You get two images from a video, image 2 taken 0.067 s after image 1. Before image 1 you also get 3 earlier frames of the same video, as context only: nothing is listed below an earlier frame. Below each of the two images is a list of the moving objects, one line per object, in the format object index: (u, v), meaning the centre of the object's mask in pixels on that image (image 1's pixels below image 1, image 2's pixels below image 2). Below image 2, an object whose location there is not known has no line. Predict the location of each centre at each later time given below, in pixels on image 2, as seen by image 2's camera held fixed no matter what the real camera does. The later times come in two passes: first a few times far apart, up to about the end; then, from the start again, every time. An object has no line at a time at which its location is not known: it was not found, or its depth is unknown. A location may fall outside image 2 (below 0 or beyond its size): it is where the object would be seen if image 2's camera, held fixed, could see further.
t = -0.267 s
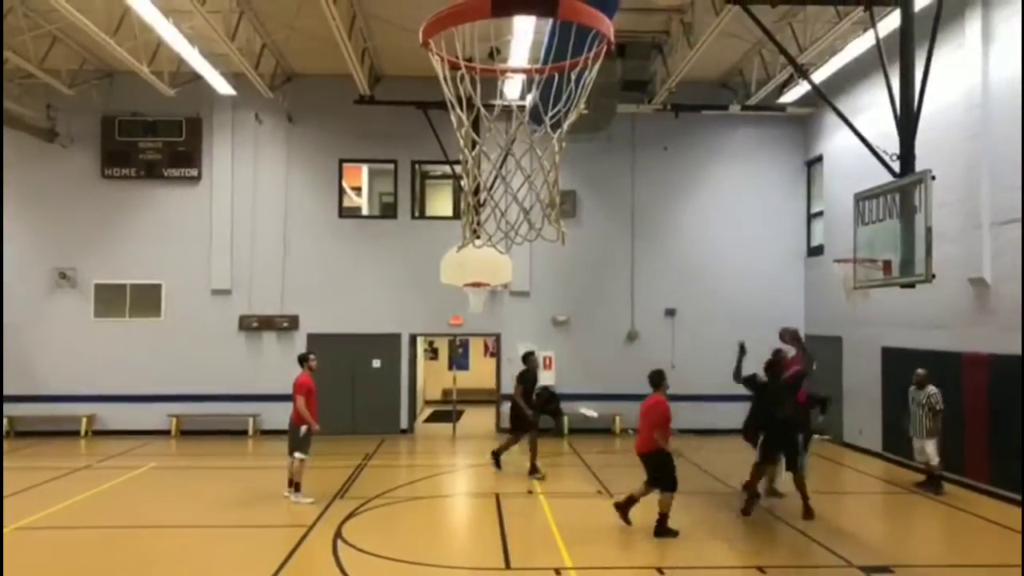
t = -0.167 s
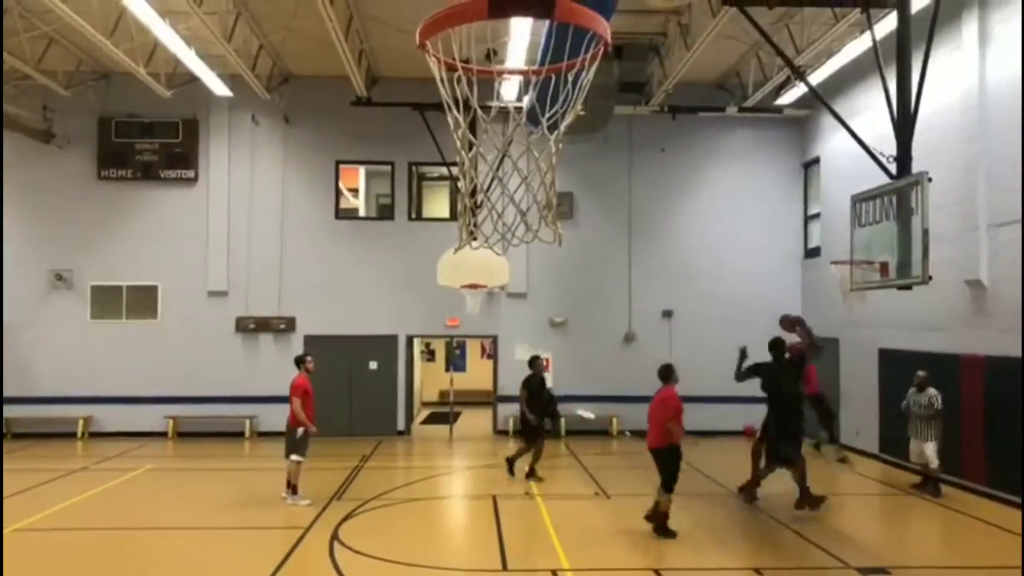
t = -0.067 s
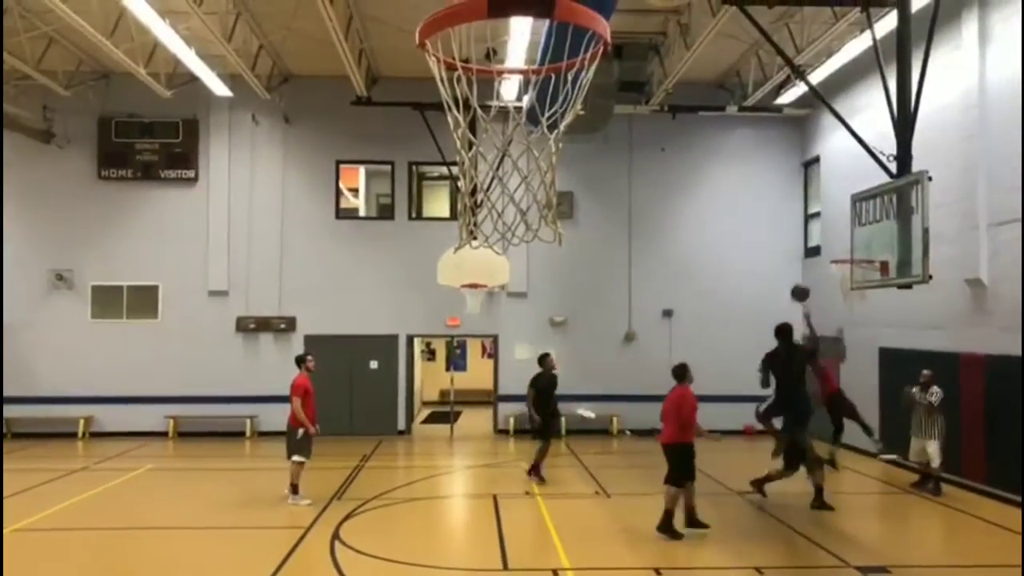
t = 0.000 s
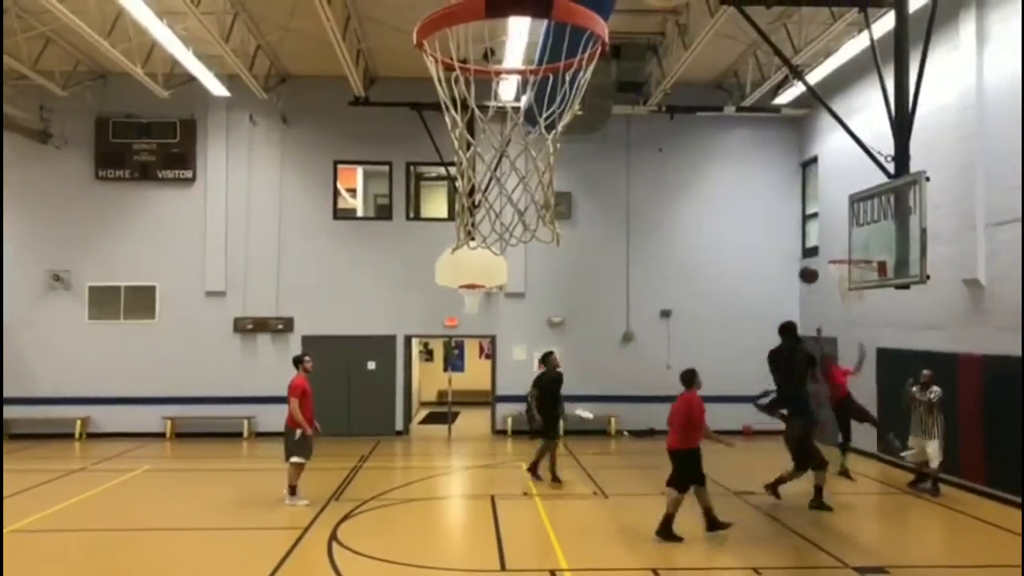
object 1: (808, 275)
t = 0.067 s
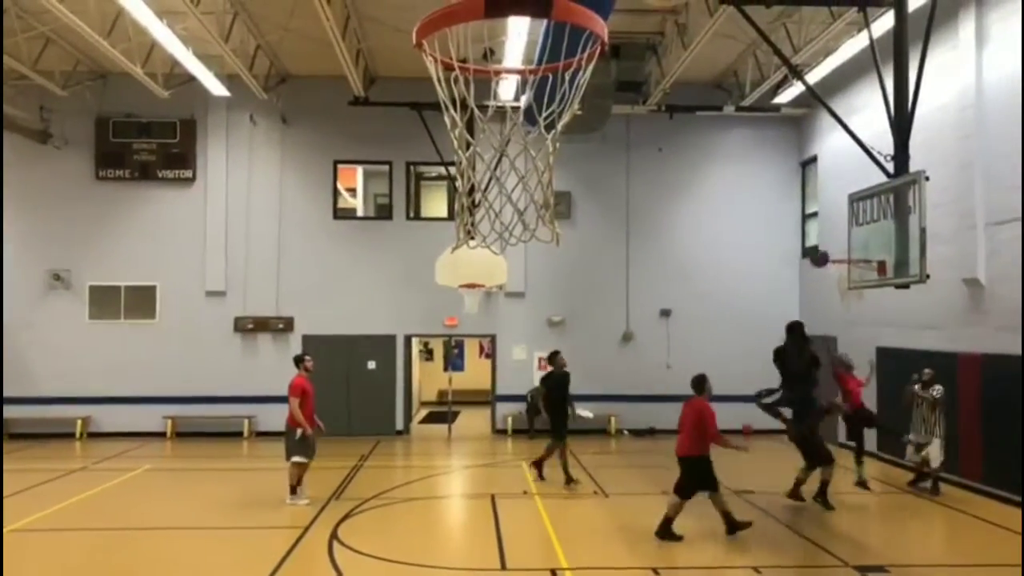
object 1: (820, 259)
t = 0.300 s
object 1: (859, 228)
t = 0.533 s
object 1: (862, 247)
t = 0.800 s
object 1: (813, 252)
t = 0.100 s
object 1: (825, 251)
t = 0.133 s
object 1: (830, 245)
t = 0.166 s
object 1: (836, 240)
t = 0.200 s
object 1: (841, 236)
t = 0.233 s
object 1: (847, 232)
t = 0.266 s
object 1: (853, 230)
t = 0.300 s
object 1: (859, 228)
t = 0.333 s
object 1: (865, 226)
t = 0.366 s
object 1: (865, 227)
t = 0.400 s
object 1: (865, 229)
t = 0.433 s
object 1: (864, 232)
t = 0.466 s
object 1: (864, 236)
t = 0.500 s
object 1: (863, 241)
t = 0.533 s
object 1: (862, 247)
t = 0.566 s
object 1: (861, 252)
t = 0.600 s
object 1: (854, 251)
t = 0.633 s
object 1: (847, 248)
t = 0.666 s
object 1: (840, 247)
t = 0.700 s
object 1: (833, 247)
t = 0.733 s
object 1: (826, 247)
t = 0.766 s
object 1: (820, 249)
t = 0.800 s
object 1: (813, 252)
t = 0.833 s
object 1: (806, 255)
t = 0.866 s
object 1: (799, 259)
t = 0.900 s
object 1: (792, 264)
